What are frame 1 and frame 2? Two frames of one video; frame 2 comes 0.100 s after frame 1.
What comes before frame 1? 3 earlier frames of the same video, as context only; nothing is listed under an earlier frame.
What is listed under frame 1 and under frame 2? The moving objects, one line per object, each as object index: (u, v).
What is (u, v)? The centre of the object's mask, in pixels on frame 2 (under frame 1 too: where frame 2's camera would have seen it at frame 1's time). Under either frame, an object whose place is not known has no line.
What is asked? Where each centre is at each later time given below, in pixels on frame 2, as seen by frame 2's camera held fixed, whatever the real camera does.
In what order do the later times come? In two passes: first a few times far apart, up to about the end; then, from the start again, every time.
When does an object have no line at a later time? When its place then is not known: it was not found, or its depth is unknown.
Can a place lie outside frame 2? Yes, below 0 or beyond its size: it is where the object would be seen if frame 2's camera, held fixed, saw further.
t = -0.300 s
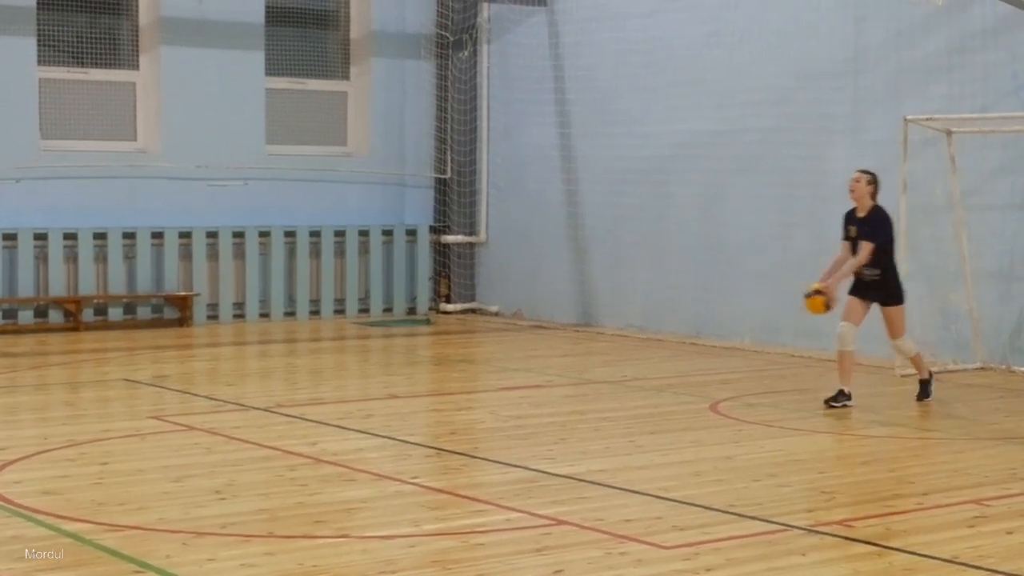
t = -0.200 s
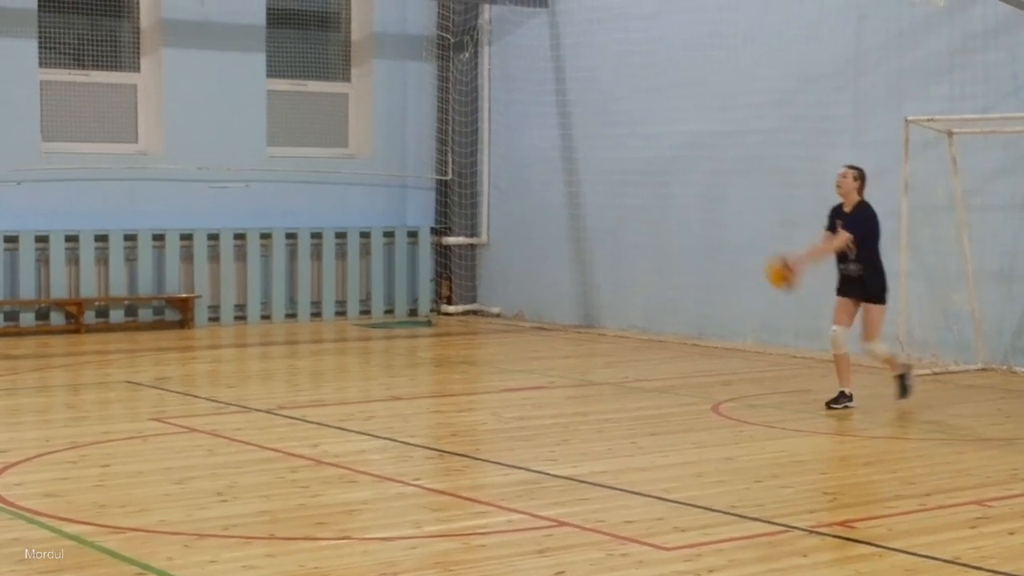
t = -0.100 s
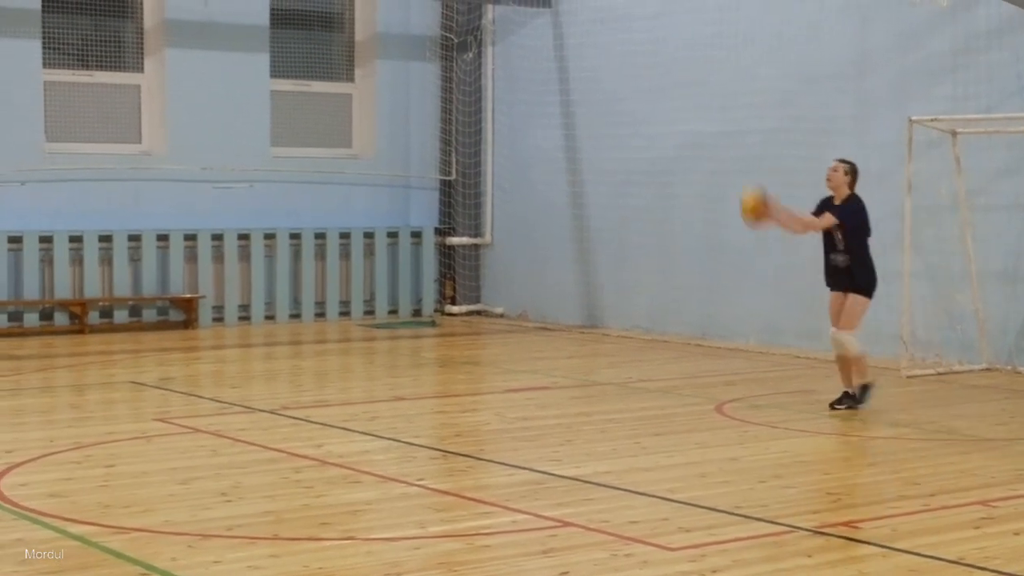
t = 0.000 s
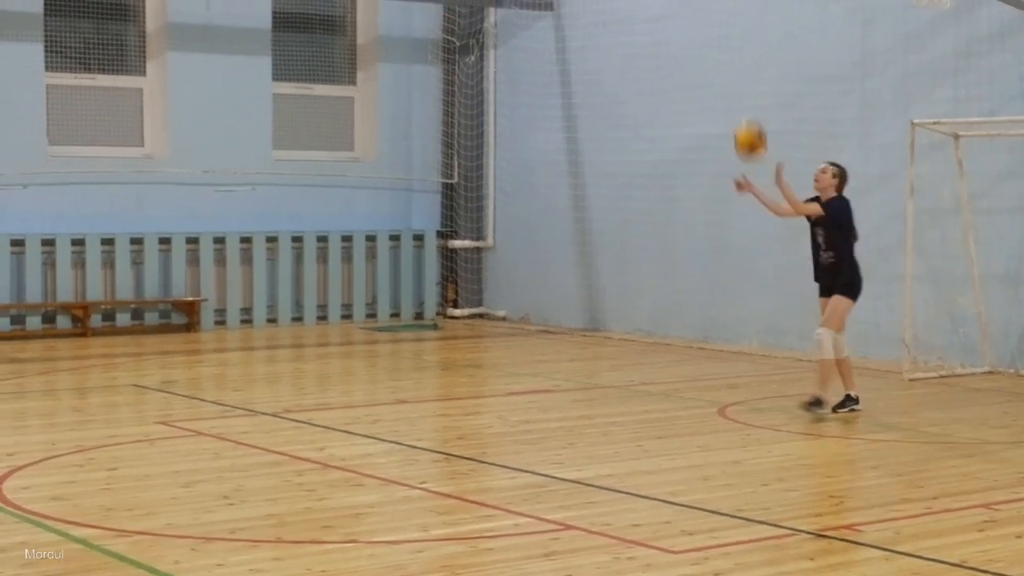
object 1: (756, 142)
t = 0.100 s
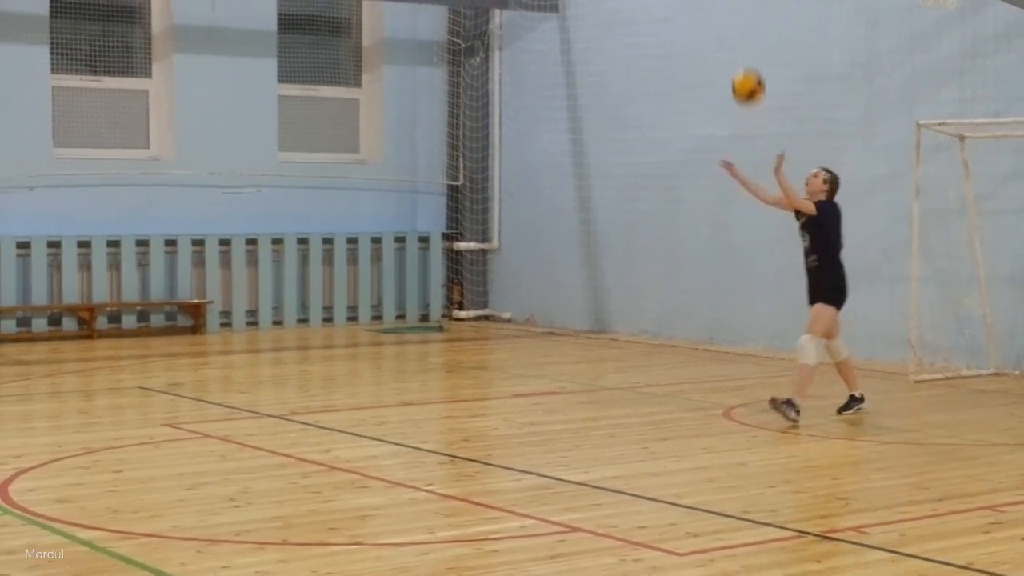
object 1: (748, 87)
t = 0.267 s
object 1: (736, 29)
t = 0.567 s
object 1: (714, 32)
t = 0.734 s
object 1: (701, 93)
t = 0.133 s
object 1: (746, 72)
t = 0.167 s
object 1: (743, 59)
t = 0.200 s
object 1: (741, 47)
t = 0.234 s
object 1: (739, 38)
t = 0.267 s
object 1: (736, 29)
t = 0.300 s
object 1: (734, 23)
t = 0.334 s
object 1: (731, 18)
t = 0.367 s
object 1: (729, 15)
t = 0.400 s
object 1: (727, 13)
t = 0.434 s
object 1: (724, 14)
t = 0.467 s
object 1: (722, 16)
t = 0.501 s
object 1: (719, 19)
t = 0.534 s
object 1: (717, 25)
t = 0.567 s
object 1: (714, 32)
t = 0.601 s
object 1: (712, 40)
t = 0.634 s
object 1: (709, 51)
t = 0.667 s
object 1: (707, 63)
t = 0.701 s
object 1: (704, 78)
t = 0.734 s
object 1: (701, 93)
